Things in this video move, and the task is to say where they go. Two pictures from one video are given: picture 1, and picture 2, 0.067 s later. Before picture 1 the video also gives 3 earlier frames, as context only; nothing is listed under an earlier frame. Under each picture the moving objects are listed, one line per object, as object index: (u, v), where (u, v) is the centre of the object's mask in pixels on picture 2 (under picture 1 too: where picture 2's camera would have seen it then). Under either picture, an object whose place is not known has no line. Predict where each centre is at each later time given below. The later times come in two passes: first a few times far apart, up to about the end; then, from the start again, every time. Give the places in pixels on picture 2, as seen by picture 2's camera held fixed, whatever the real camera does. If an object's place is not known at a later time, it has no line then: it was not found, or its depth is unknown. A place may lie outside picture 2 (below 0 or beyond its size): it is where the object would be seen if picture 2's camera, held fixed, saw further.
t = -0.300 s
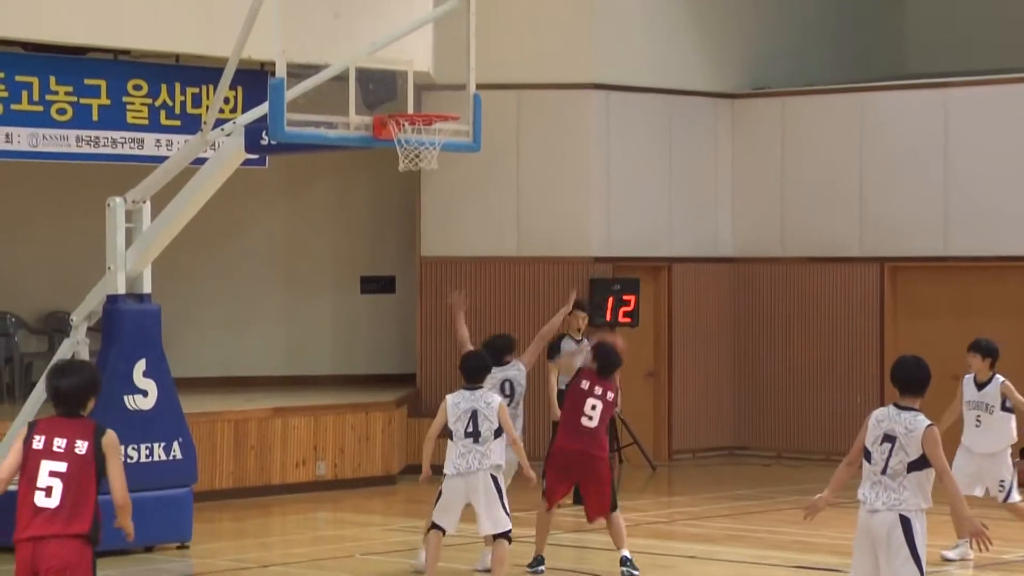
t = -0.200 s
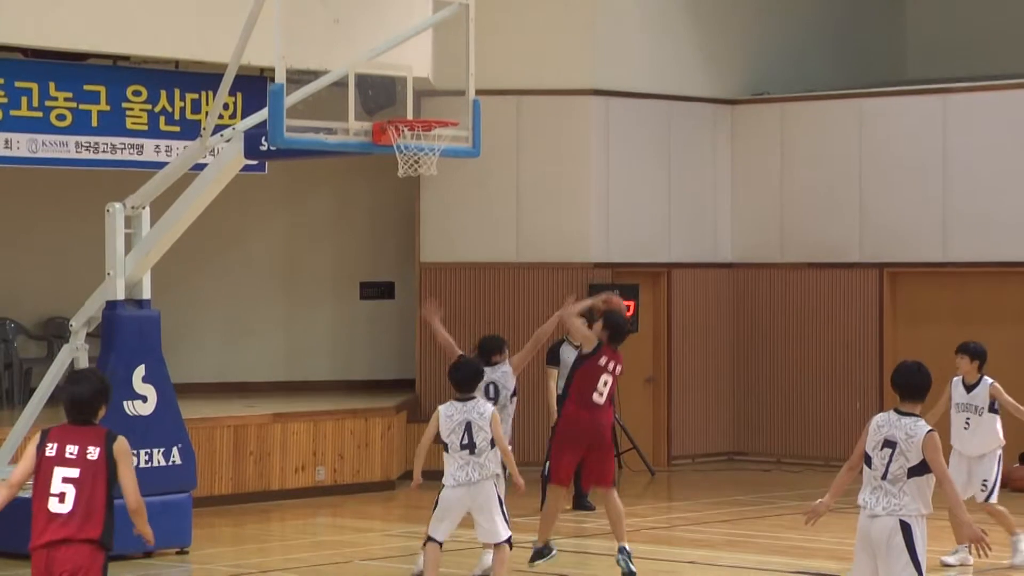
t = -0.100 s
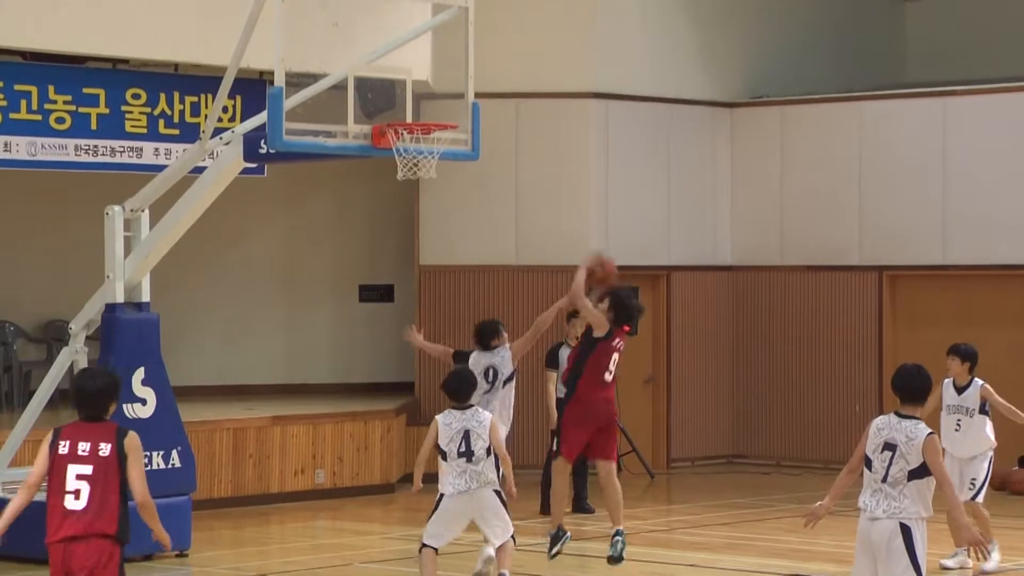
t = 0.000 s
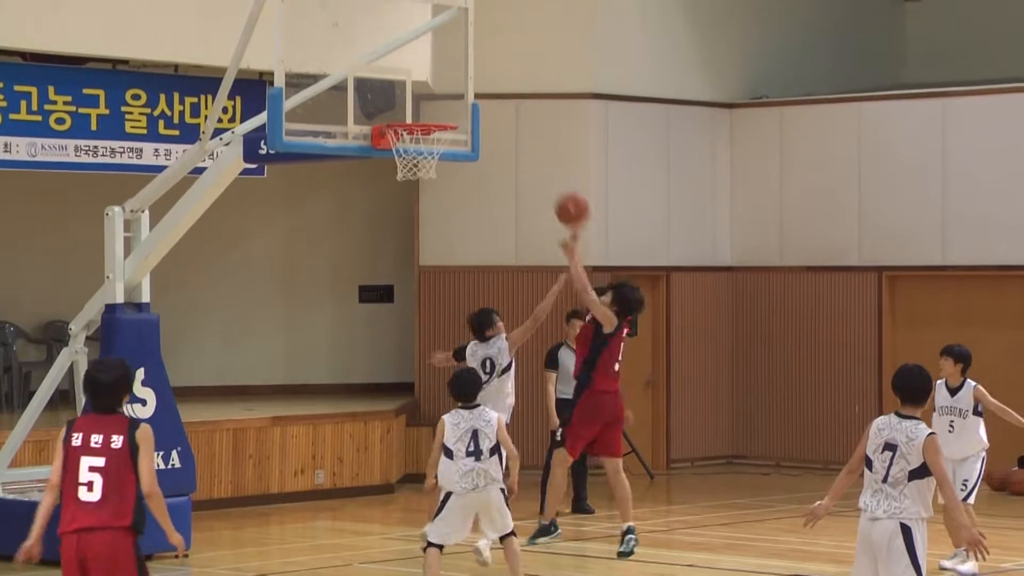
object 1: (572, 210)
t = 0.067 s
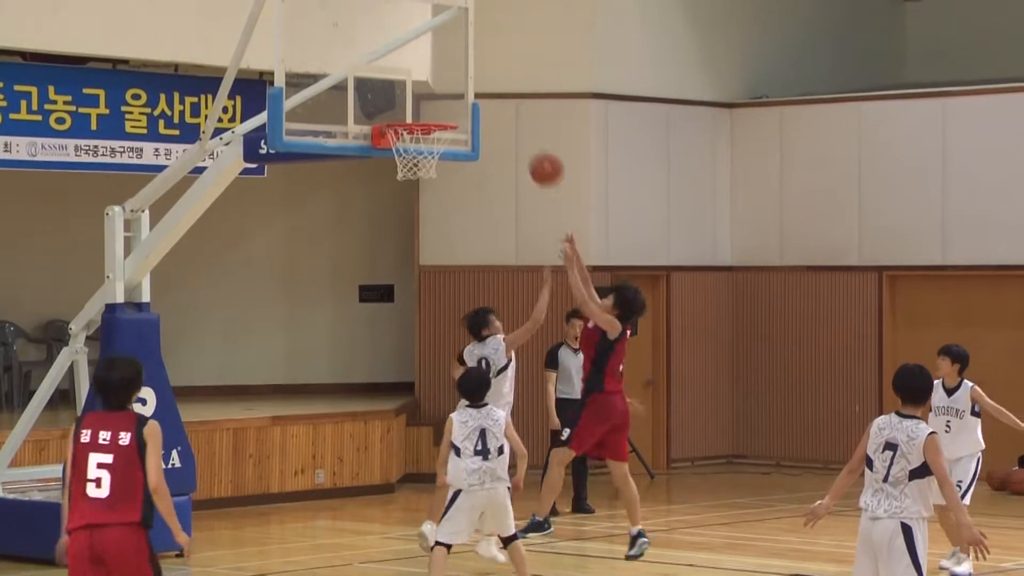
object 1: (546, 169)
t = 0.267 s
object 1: (468, 85)
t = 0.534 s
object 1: (461, 91)
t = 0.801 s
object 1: (510, 116)
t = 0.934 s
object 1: (543, 149)
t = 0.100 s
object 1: (533, 151)
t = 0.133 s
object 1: (520, 135)
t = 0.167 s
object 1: (507, 121)
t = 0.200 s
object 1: (494, 108)
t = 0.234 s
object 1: (481, 95)
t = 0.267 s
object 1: (468, 85)
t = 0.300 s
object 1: (455, 78)
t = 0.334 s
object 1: (453, 74)
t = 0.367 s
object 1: (455, 73)
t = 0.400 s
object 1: (456, 73)
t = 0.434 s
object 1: (457, 75)
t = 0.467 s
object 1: (459, 78)
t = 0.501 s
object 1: (459, 83)
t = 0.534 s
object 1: (461, 91)
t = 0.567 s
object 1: (462, 99)
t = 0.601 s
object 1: (463, 110)
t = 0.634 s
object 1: (469, 111)
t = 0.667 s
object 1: (477, 110)
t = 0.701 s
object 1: (486, 109)
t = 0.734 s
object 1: (494, 110)
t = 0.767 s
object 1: (502, 112)
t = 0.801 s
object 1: (510, 116)
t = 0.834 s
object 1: (518, 122)
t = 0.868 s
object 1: (527, 130)
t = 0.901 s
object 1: (535, 138)
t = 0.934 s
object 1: (543, 149)
